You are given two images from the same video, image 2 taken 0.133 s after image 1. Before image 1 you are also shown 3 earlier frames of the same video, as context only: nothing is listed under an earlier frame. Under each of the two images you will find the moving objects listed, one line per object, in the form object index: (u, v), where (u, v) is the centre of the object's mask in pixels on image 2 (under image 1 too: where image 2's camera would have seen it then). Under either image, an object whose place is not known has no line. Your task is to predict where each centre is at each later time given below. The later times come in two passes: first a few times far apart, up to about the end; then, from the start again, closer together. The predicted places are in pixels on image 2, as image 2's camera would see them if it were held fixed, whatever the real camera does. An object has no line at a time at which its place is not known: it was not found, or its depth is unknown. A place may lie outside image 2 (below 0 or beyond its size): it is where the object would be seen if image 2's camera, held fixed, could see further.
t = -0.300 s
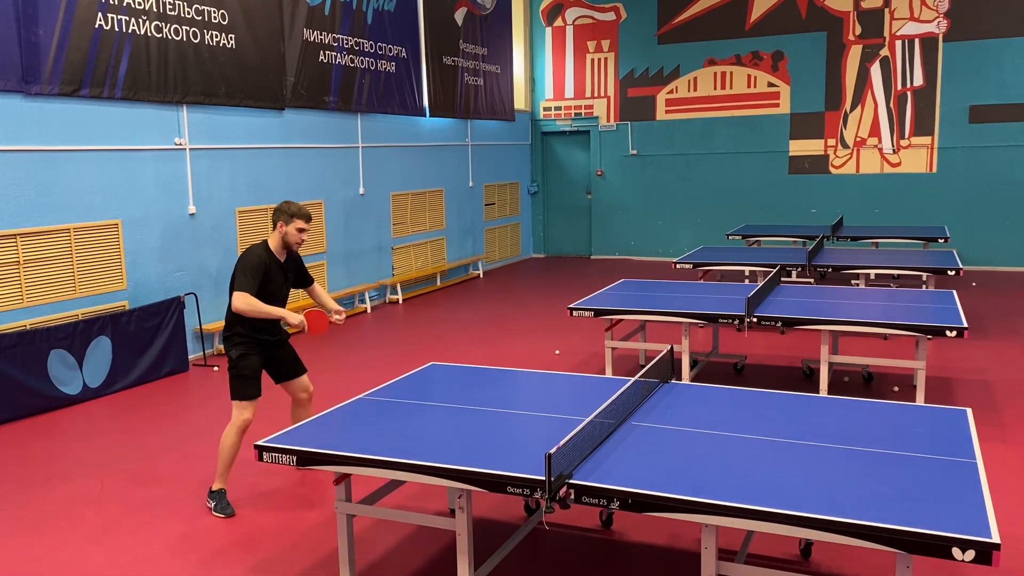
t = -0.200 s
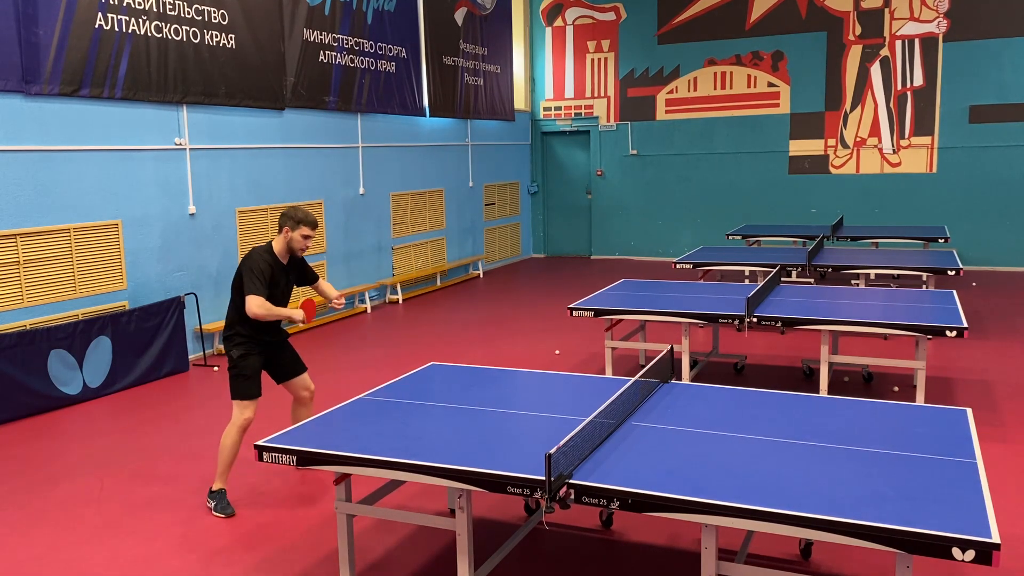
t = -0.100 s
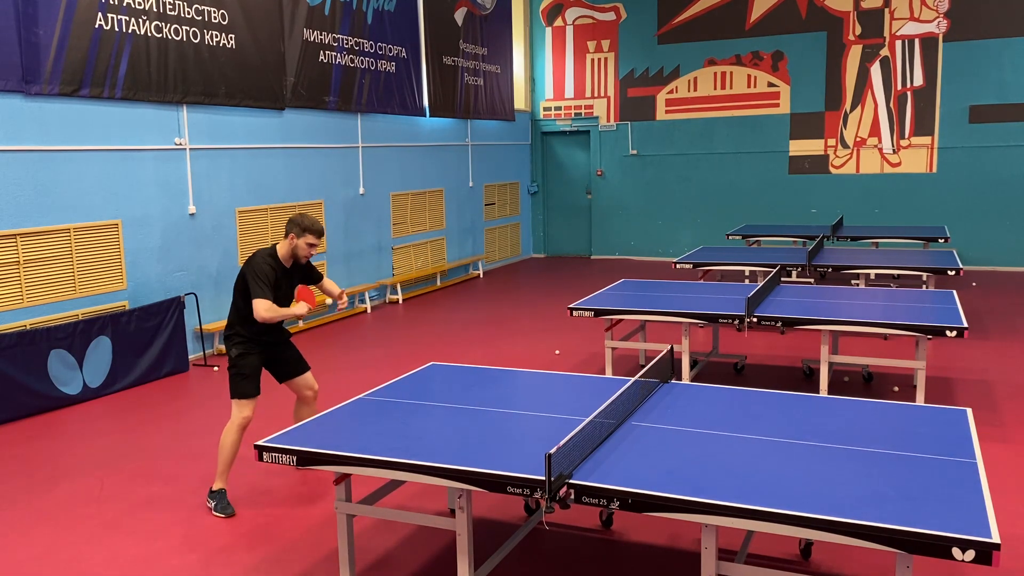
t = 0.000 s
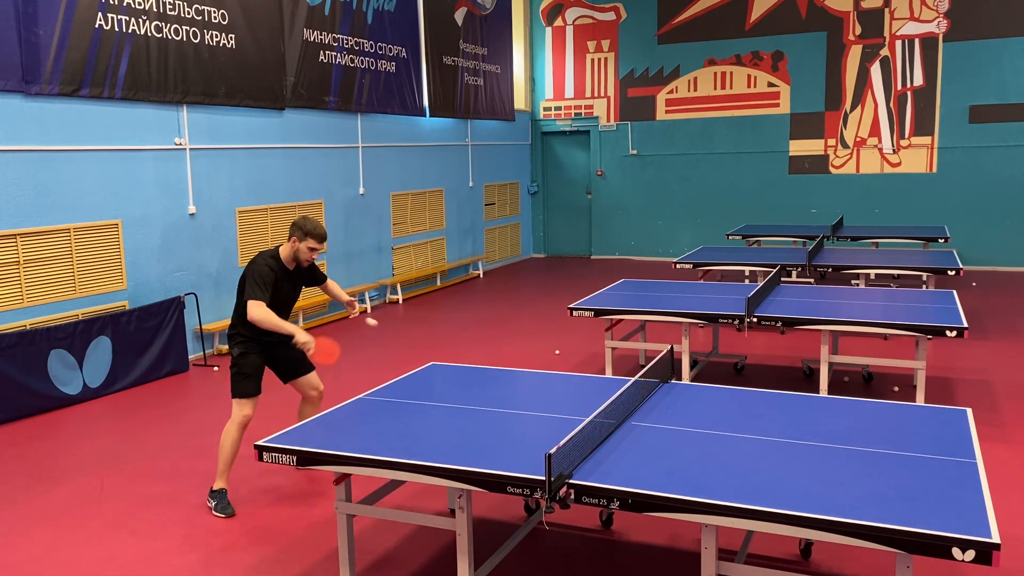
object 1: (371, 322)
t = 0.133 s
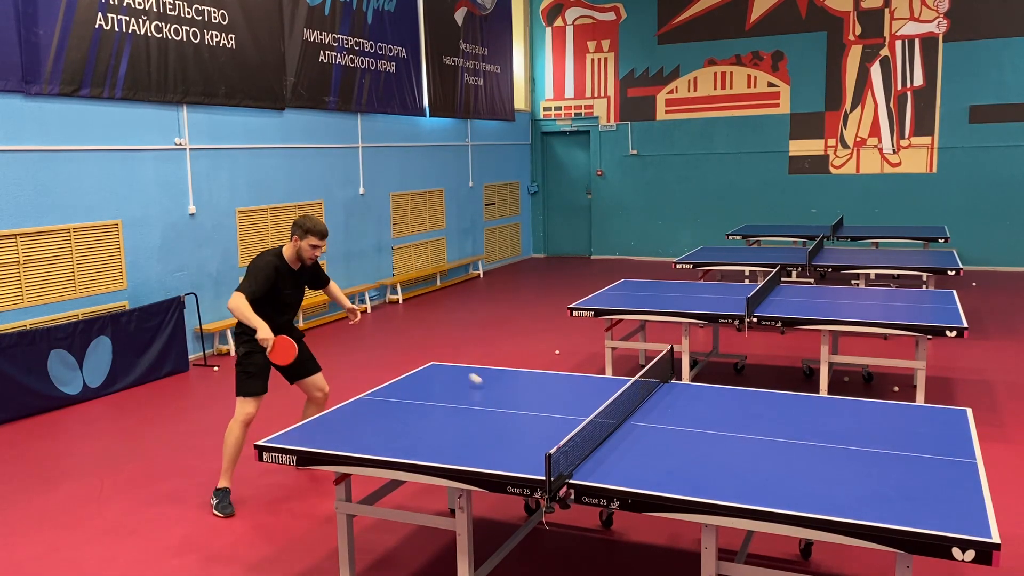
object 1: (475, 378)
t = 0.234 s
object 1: (540, 366)
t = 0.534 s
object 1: (752, 414)
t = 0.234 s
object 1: (540, 366)
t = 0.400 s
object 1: (653, 371)
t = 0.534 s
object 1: (752, 414)
